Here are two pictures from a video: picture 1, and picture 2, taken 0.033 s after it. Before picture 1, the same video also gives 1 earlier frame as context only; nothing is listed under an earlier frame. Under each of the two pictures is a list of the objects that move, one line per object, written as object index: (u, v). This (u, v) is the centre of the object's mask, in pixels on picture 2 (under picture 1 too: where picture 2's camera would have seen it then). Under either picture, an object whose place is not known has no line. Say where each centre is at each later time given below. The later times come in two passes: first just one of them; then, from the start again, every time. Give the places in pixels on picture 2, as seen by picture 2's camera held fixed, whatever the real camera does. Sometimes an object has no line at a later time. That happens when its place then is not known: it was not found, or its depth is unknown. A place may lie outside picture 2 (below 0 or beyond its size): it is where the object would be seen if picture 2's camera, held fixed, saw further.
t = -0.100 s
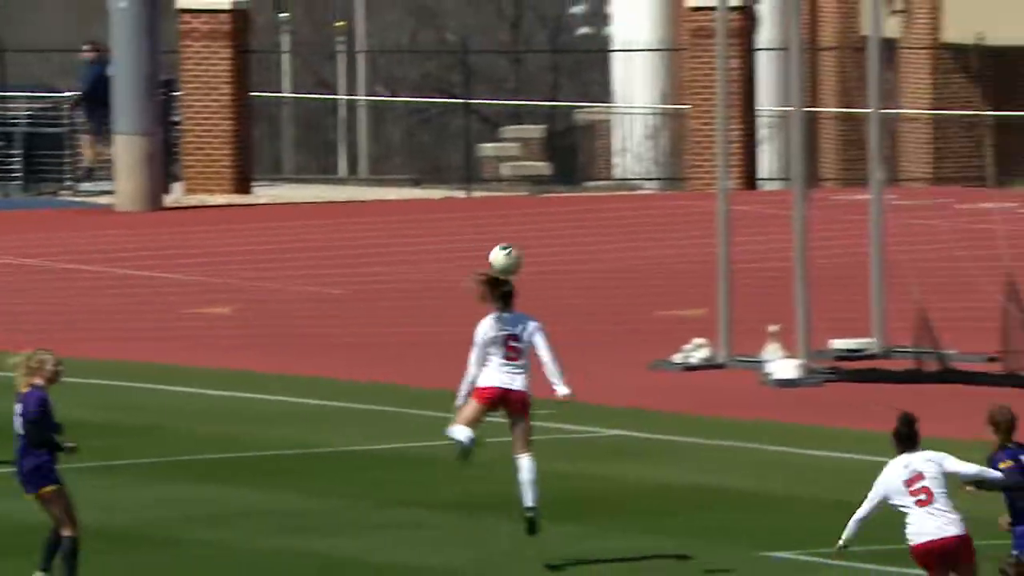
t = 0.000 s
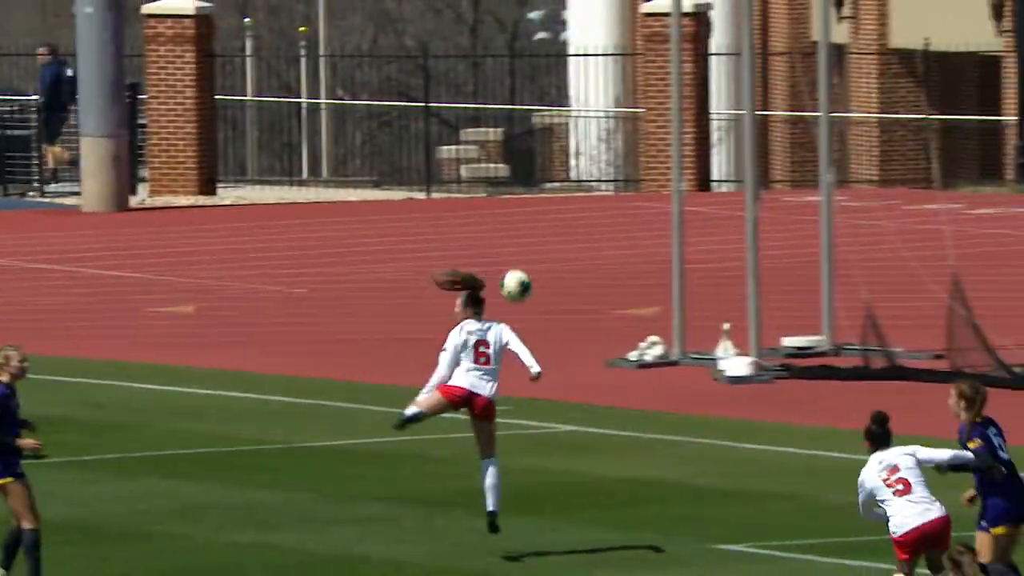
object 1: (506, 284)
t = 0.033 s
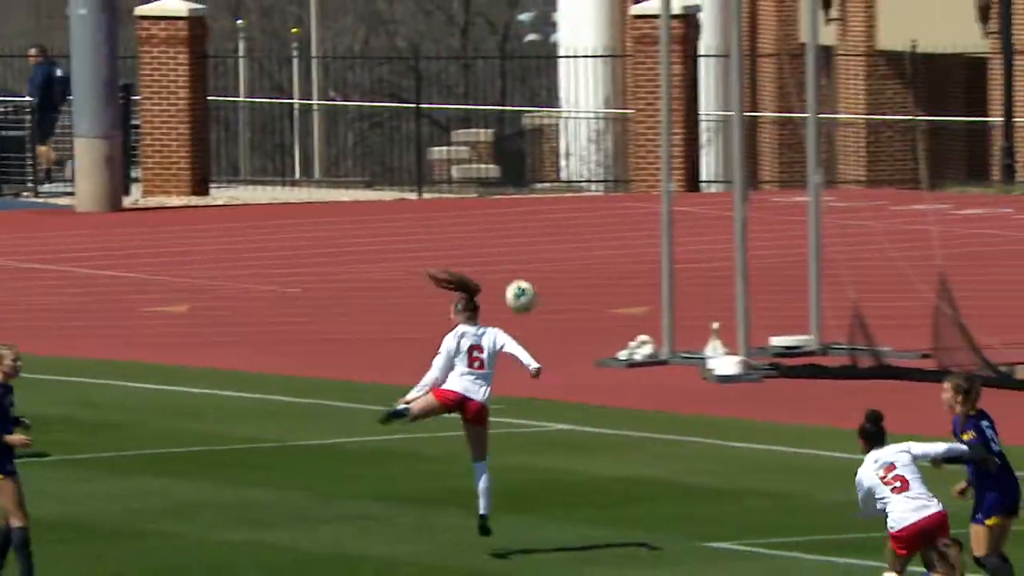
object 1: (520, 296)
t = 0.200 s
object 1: (577, 370)
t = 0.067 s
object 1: (535, 308)
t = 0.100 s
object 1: (547, 321)
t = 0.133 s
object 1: (559, 336)
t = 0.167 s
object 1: (569, 352)
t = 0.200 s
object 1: (577, 370)
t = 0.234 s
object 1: (585, 388)
